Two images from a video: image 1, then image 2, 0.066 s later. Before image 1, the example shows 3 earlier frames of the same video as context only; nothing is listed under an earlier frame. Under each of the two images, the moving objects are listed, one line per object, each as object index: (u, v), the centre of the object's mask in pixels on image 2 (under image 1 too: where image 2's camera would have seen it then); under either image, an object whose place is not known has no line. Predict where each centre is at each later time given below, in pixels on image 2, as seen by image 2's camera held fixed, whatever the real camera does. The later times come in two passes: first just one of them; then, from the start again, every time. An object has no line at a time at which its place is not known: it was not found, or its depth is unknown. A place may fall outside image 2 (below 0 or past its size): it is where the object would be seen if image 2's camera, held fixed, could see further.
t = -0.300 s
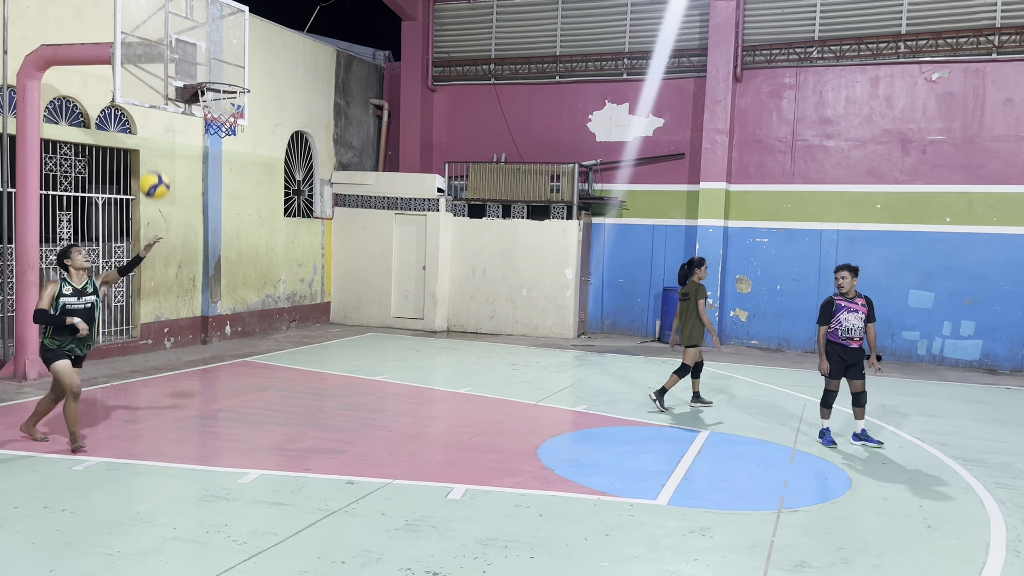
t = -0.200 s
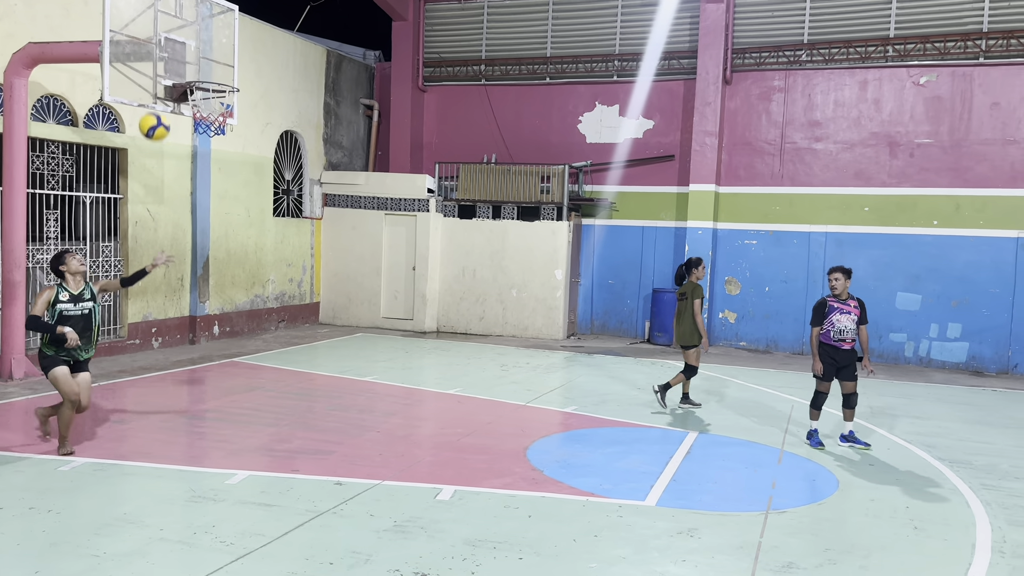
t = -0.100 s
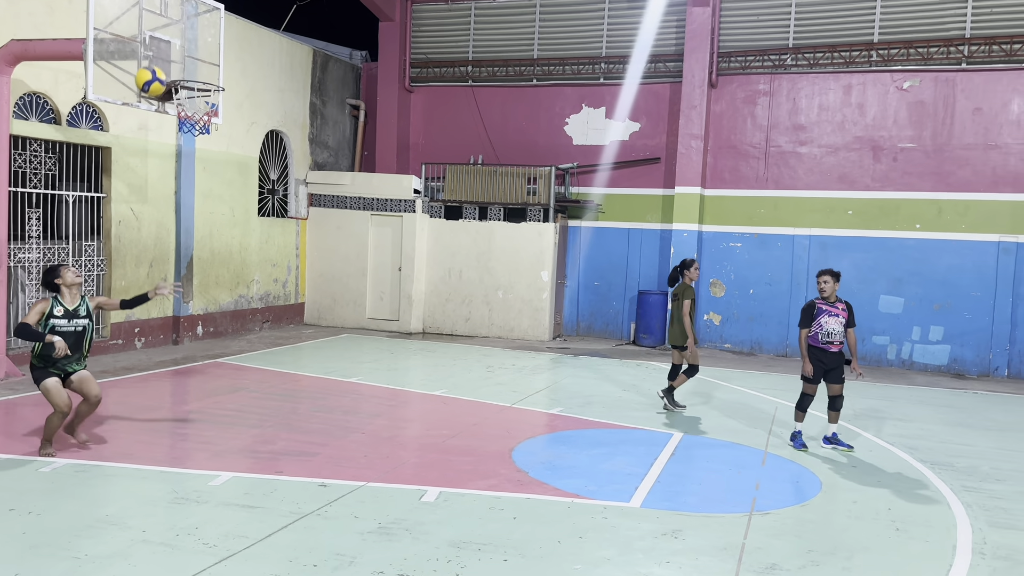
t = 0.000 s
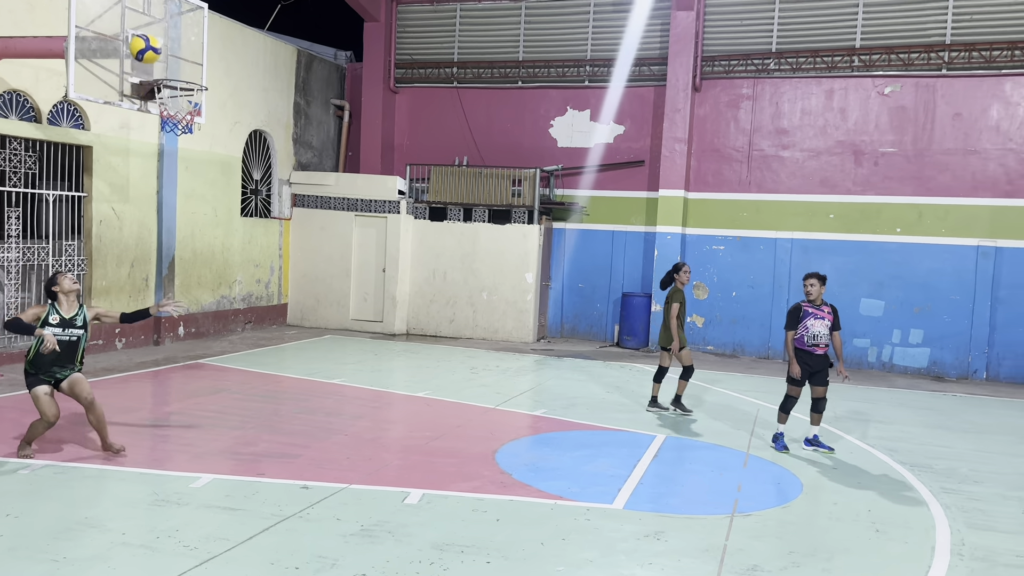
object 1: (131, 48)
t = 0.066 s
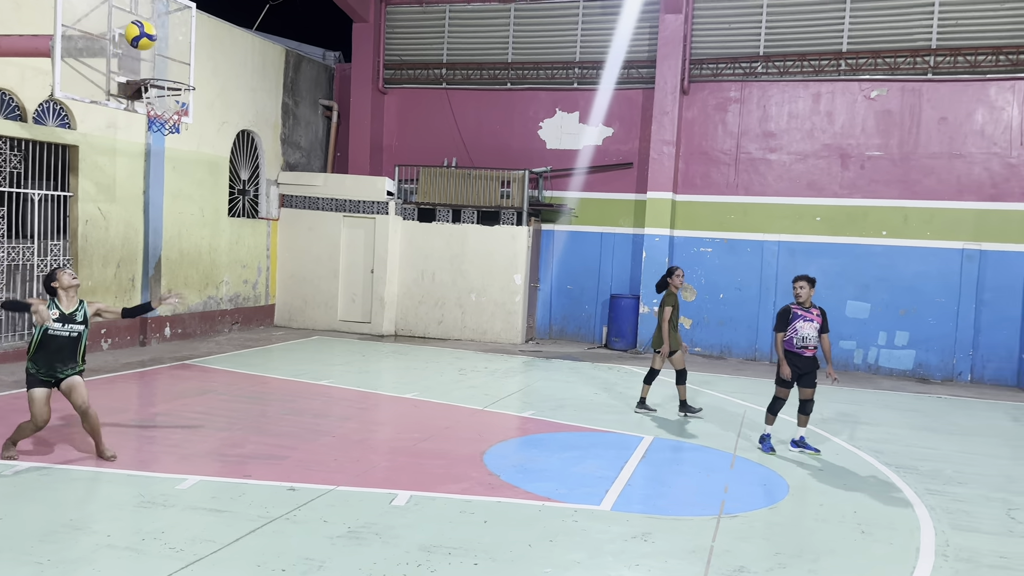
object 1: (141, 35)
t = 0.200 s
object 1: (159, 28)
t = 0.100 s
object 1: (145, 31)
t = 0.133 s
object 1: (150, 28)
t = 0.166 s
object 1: (154, 28)
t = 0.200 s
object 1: (159, 28)
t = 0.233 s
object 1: (163, 30)
